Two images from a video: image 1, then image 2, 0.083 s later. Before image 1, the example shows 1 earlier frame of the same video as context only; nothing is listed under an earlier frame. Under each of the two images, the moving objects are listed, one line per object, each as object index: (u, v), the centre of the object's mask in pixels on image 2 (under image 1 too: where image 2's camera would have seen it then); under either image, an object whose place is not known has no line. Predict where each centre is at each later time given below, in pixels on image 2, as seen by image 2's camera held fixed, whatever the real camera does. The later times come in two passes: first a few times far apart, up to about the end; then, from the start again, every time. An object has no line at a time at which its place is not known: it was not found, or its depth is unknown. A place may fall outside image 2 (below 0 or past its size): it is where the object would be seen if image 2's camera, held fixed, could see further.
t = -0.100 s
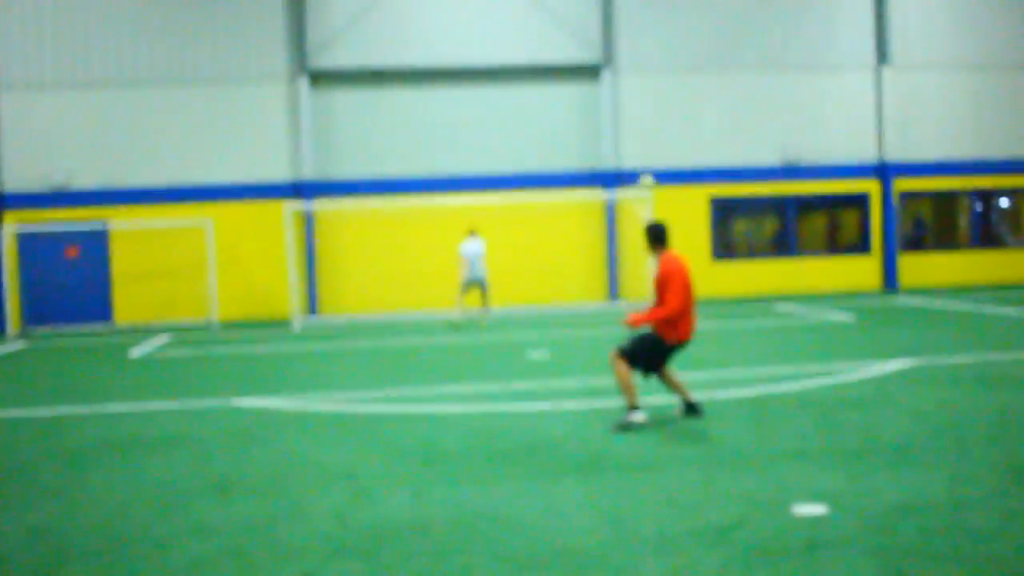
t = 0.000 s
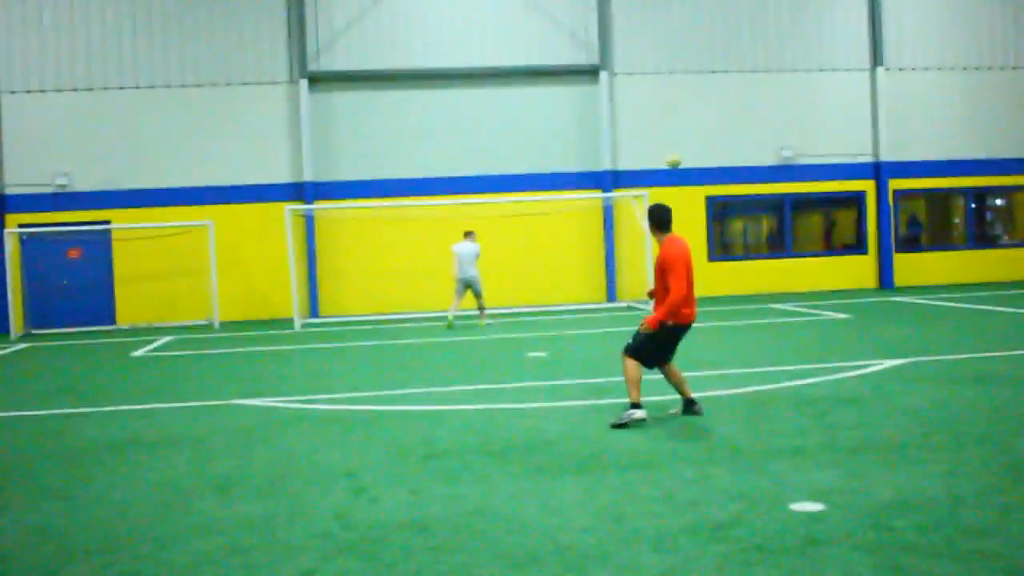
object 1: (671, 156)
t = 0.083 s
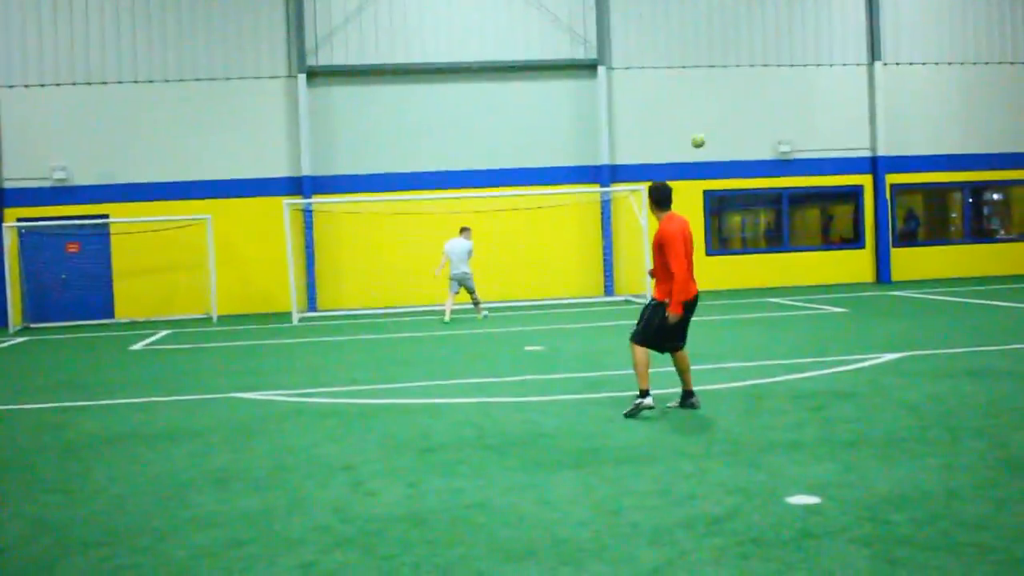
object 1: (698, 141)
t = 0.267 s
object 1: (758, 125)
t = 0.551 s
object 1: (863, 153)
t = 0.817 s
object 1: (971, 244)
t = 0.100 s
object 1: (703, 138)
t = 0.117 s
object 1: (708, 136)
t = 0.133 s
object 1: (714, 134)
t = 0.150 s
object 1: (719, 132)
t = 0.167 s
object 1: (724, 130)
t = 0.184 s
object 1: (730, 129)
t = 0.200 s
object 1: (736, 127)
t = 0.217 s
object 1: (741, 127)
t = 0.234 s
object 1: (747, 126)
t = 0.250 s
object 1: (752, 125)
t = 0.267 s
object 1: (758, 125)
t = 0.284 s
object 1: (765, 125)
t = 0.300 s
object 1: (770, 125)
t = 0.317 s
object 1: (776, 125)
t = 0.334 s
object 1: (782, 125)
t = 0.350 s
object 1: (787, 126)
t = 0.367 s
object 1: (793, 126)
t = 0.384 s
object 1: (799, 128)
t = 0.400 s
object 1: (806, 129)
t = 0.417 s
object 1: (812, 131)
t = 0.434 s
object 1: (819, 133)
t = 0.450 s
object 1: (825, 134)
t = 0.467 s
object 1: (831, 137)
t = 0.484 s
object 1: (838, 140)
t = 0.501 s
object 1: (843, 143)
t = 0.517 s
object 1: (851, 147)
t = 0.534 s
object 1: (858, 150)
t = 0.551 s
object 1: (863, 153)
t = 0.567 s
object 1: (869, 154)
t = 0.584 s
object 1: (875, 160)
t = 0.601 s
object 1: (882, 163)
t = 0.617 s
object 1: (889, 167)
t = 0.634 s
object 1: (895, 172)
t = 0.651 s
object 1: (901, 177)
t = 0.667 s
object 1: (908, 183)
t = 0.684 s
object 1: (916, 189)
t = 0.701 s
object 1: (922, 194)
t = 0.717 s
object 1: (929, 201)
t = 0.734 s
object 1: (936, 207)
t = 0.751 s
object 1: (943, 215)
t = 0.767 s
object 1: (949, 221)
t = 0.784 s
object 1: (956, 228)
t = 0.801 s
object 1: (964, 236)
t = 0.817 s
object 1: (971, 244)
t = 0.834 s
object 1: (978, 253)
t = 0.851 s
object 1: (985, 262)
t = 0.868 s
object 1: (992, 269)
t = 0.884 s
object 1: (999, 279)
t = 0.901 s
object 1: (1007, 288)
